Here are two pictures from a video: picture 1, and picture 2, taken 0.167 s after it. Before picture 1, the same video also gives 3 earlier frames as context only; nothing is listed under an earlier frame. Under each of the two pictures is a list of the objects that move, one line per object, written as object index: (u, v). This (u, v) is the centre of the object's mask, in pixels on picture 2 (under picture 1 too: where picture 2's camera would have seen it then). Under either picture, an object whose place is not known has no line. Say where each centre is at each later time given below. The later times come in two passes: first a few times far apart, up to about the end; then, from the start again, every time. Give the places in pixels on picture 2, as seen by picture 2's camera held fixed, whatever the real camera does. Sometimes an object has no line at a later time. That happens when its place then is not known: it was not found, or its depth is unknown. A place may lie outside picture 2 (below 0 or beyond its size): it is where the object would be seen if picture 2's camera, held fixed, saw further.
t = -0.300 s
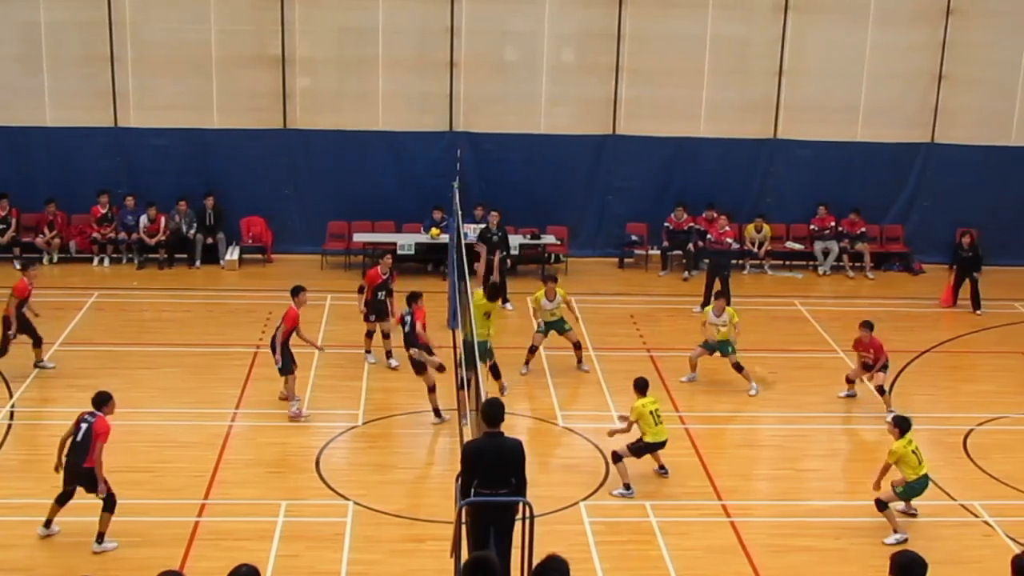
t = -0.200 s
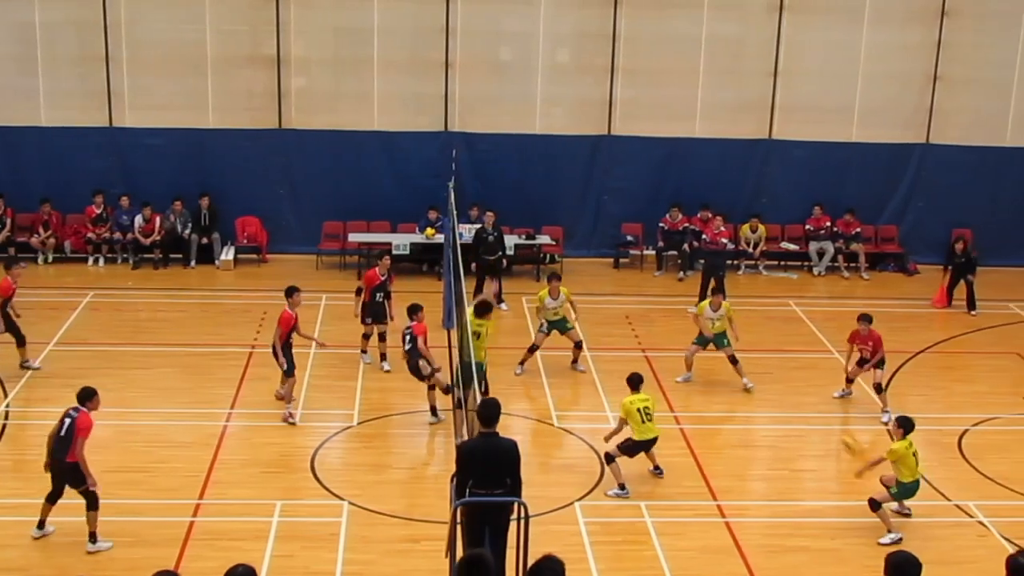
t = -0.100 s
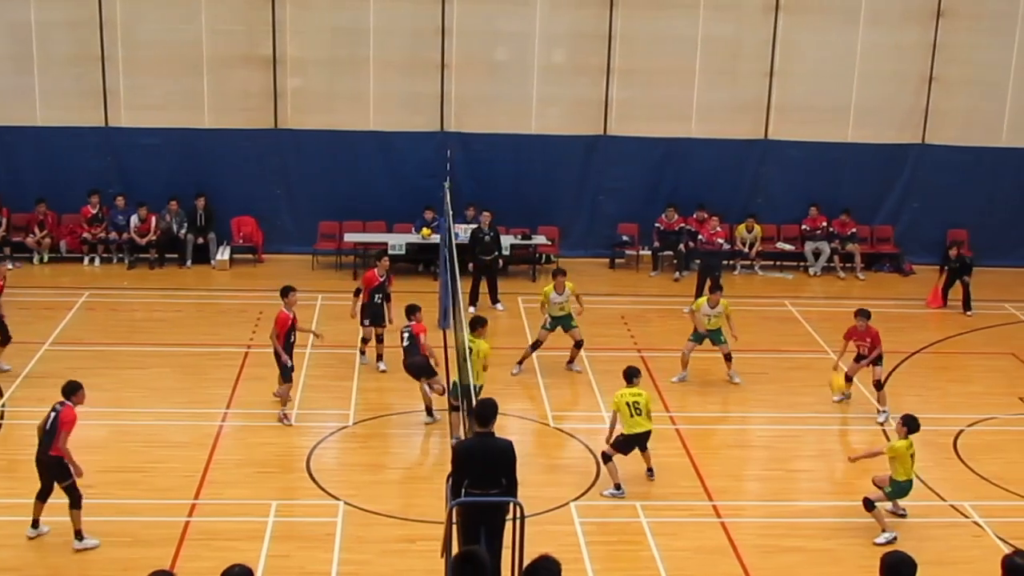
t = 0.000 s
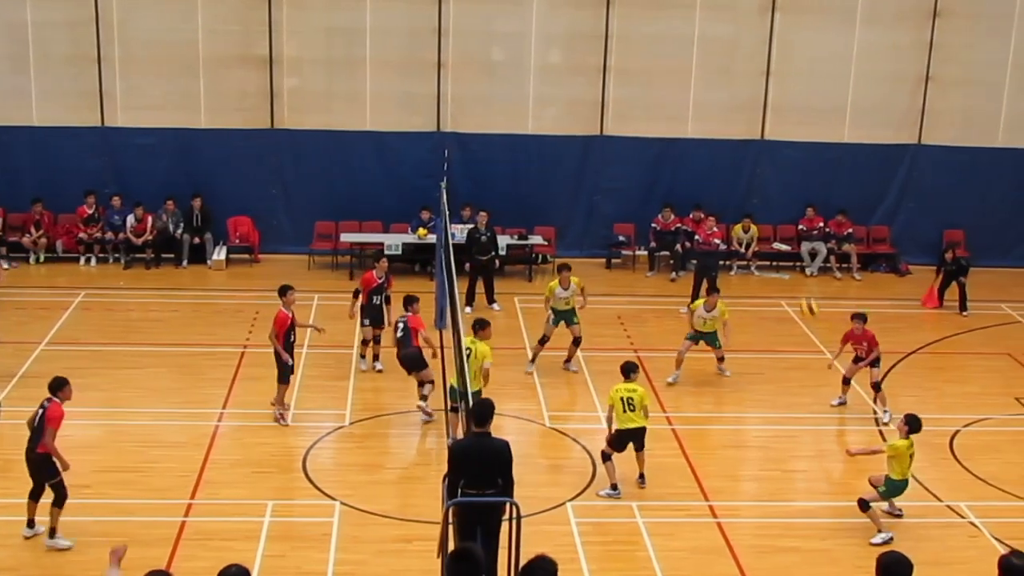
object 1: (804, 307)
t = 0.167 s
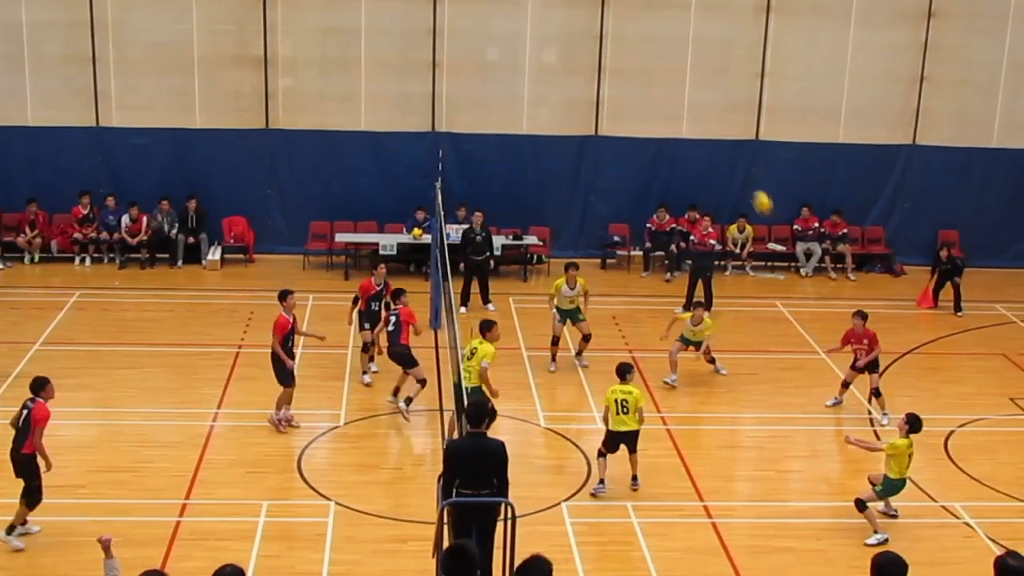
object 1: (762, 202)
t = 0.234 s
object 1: (745, 167)
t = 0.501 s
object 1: (675, 62)
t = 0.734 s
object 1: (616, 22)
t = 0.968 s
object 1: (556, 28)
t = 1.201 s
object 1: (500, 77)
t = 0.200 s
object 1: (754, 184)
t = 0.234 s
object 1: (745, 167)
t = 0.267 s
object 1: (737, 151)
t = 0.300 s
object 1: (727, 133)
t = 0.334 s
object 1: (719, 119)
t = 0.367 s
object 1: (711, 106)
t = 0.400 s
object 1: (701, 93)
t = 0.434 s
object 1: (693, 82)
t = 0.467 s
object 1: (685, 71)
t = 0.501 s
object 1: (675, 62)
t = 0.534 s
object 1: (667, 54)
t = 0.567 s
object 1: (658, 46)
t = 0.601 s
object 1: (649, 40)
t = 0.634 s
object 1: (641, 34)
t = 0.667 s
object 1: (633, 29)
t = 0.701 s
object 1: (625, 25)
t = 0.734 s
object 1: (616, 22)
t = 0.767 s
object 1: (607, 21)
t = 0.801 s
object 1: (598, 20)
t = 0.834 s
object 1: (590, 20)
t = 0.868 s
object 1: (581, 20)
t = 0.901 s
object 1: (574, 22)
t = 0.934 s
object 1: (566, 25)
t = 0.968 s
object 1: (556, 28)
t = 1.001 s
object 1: (548, 33)
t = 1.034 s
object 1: (540, 38)
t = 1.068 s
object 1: (532, 45)
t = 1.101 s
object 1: (524, 51)
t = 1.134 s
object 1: (516, 58)
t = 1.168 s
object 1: (508, 66)
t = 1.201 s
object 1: (500, 77)
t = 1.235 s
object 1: (492, 86)
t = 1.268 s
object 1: (484, 97)
